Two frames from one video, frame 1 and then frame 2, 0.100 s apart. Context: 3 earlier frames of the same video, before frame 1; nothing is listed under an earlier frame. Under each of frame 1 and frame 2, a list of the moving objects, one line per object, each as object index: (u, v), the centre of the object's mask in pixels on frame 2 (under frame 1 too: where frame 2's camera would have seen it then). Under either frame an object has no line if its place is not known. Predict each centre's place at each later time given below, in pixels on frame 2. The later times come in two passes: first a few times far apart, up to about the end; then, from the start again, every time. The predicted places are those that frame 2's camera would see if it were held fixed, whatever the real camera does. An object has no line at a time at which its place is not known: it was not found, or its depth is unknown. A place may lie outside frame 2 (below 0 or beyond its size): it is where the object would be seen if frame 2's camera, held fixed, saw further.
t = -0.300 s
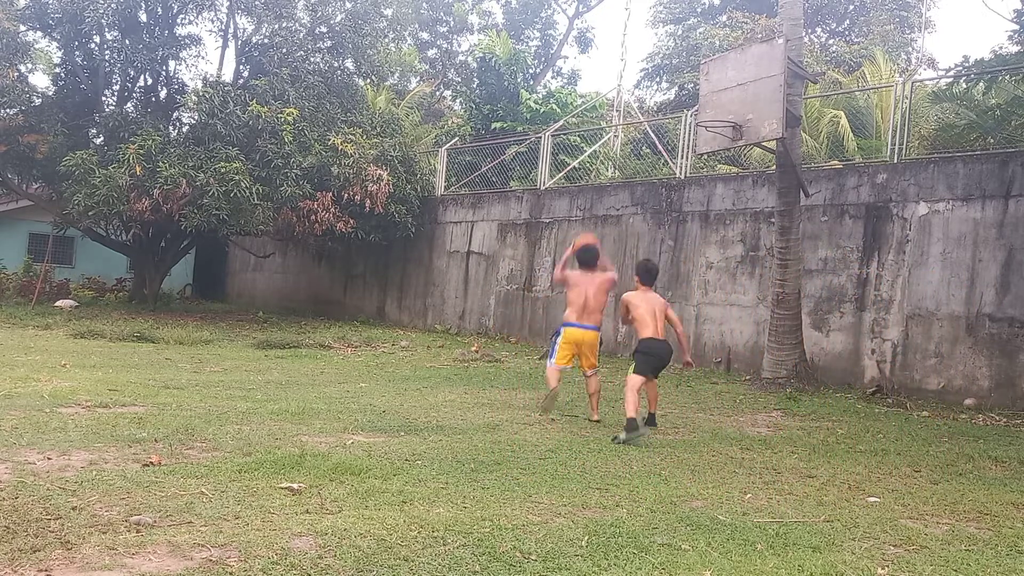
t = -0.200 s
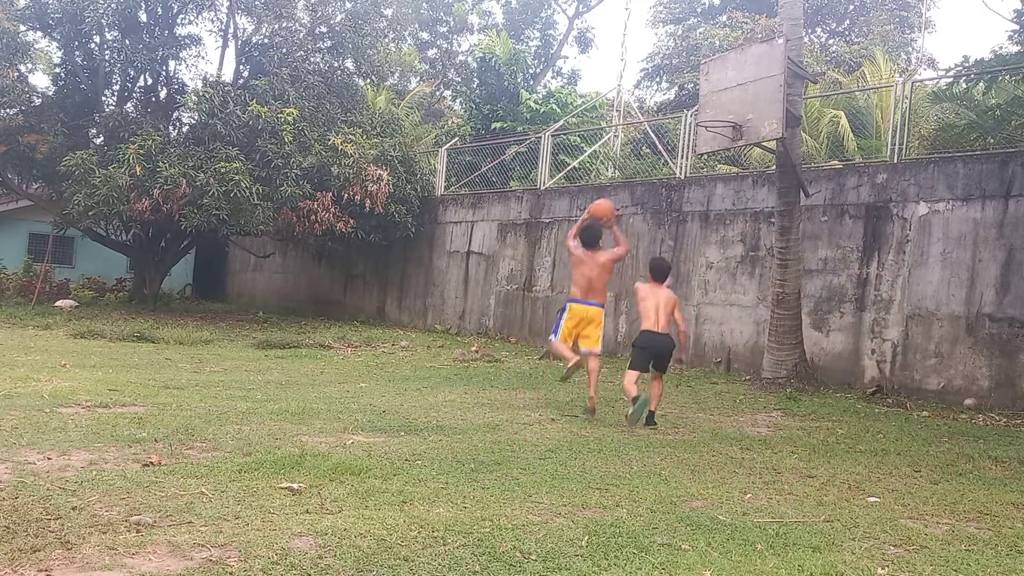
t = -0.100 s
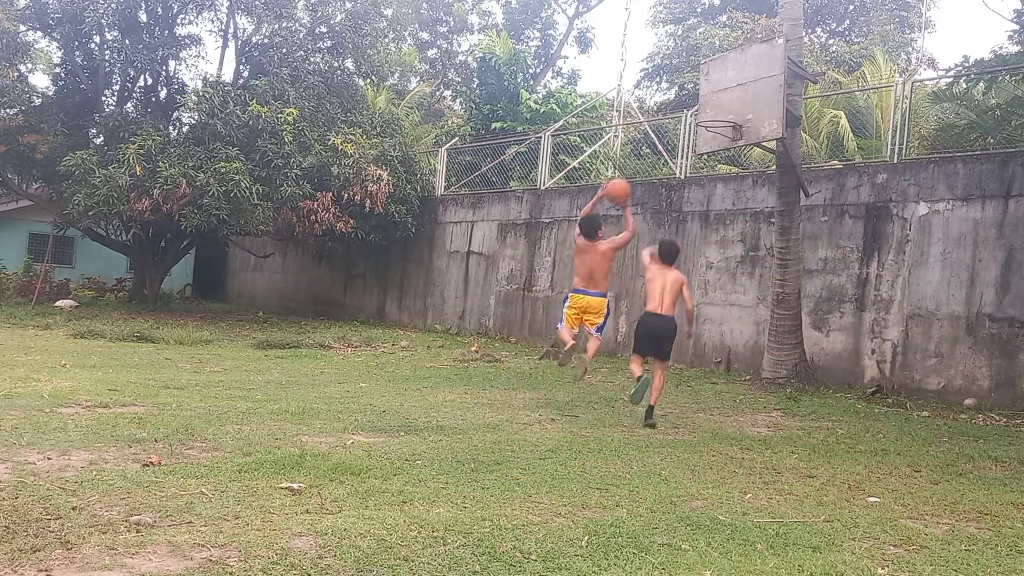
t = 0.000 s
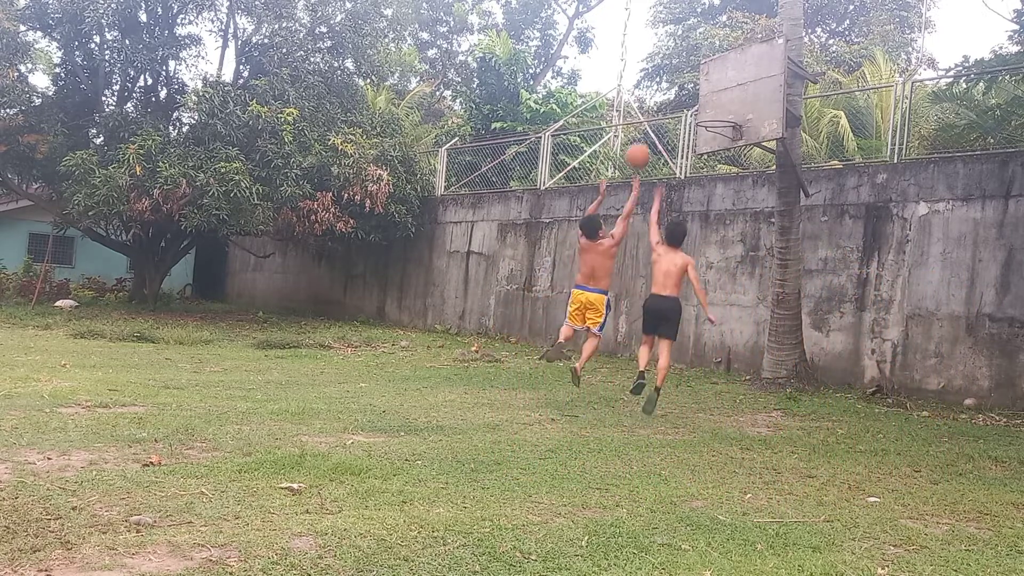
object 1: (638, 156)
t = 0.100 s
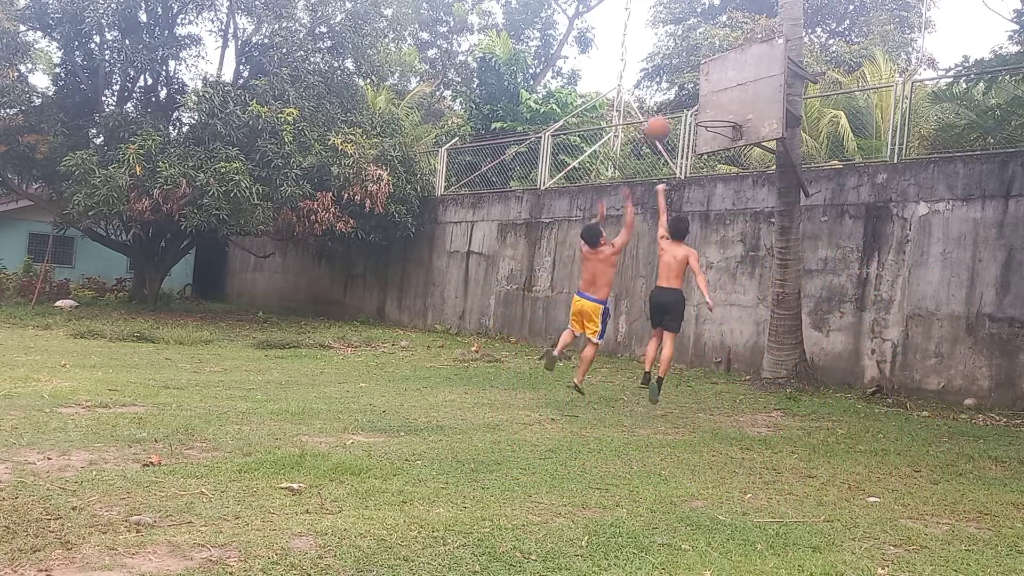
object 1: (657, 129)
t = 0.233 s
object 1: (681, 107)
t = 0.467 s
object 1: (716, 113)
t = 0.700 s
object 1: (720, 138)
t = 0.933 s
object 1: (741, 207)
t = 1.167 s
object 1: (758, 322)
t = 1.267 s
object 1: (764, 384)
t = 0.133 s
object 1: (663, 121)
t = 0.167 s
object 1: (670, 115)
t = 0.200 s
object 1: (676, 111)
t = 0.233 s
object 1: (681, 107)
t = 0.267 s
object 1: (687, 105)
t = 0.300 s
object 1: (693, 104)
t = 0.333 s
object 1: (697, 104)
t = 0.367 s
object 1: (702, 104)
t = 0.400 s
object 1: (707, 106)
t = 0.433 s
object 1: (711, 109)
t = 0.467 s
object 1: (716, 113)
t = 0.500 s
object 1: (720, 117)
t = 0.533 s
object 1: (722, 122)
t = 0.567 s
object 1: (716, 122)
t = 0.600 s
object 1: (710, 124)
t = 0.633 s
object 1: (712, 130)
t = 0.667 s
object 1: (715, 133)
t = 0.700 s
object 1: (720, 138)
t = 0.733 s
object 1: (722, 146)
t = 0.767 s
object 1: (725, 152)
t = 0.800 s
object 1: (729, 162)
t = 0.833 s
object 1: (732, 173)
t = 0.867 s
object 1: (736, 183)
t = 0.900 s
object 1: (738, 194)
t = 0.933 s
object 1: (741, 207)
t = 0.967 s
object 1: (744, 221)
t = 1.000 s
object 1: (745, 234)
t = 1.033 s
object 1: (749, 250)
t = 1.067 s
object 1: (752, 267)
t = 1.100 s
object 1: (754, 285)
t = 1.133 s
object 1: (756, 302)
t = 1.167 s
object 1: (758, 322)
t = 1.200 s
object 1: (759, 342)
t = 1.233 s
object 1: (761, 361)
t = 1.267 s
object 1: (764, 384)
